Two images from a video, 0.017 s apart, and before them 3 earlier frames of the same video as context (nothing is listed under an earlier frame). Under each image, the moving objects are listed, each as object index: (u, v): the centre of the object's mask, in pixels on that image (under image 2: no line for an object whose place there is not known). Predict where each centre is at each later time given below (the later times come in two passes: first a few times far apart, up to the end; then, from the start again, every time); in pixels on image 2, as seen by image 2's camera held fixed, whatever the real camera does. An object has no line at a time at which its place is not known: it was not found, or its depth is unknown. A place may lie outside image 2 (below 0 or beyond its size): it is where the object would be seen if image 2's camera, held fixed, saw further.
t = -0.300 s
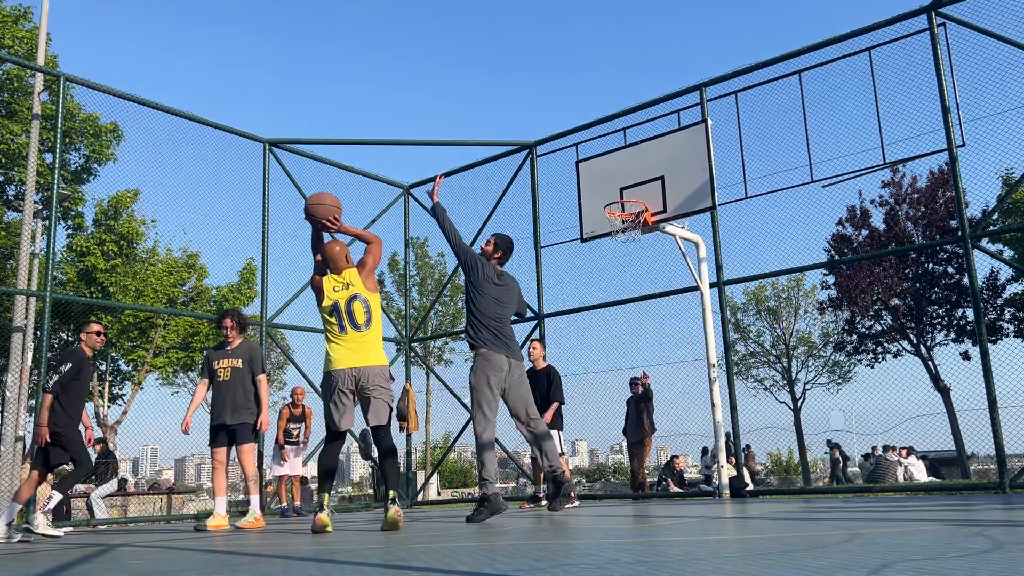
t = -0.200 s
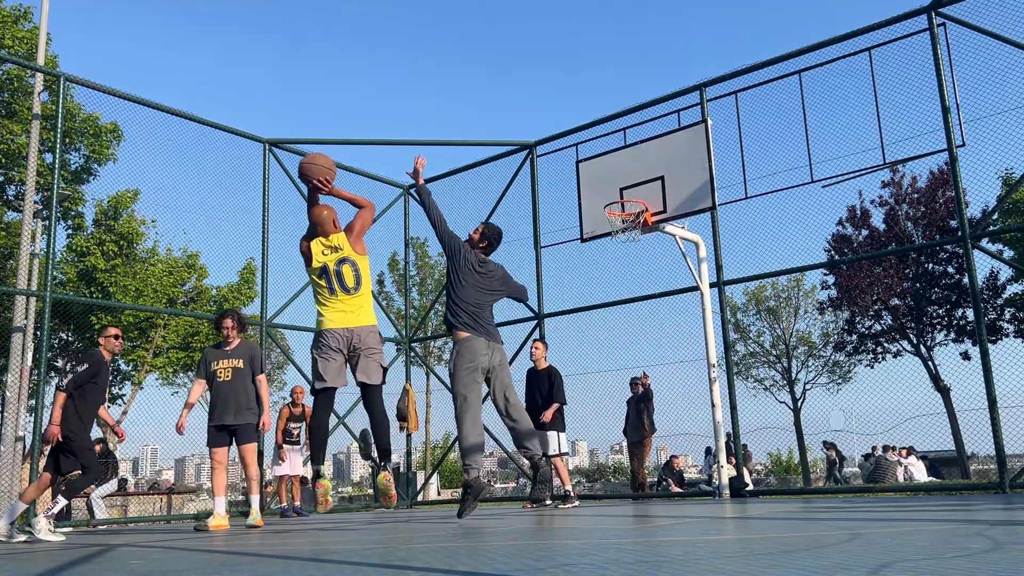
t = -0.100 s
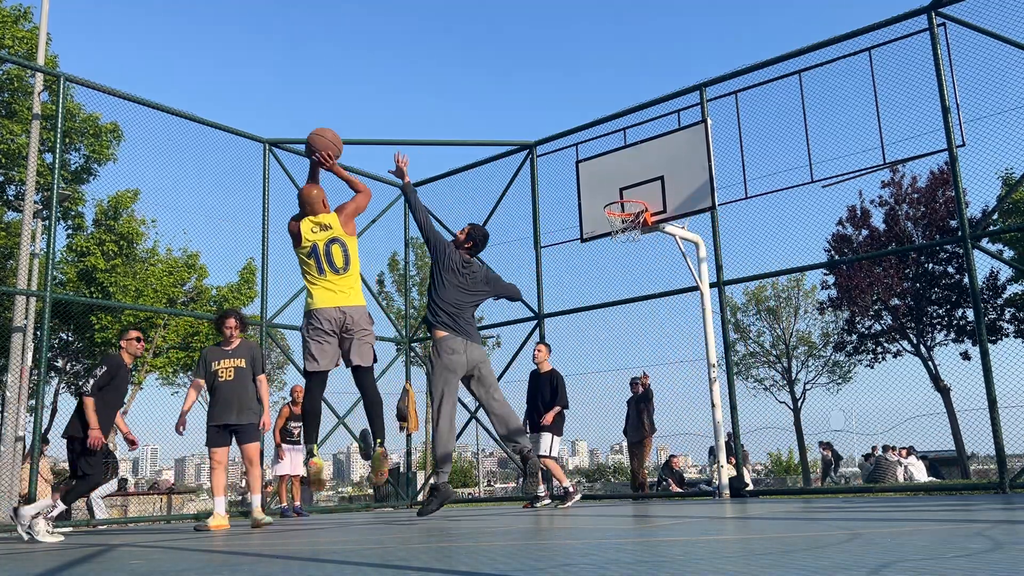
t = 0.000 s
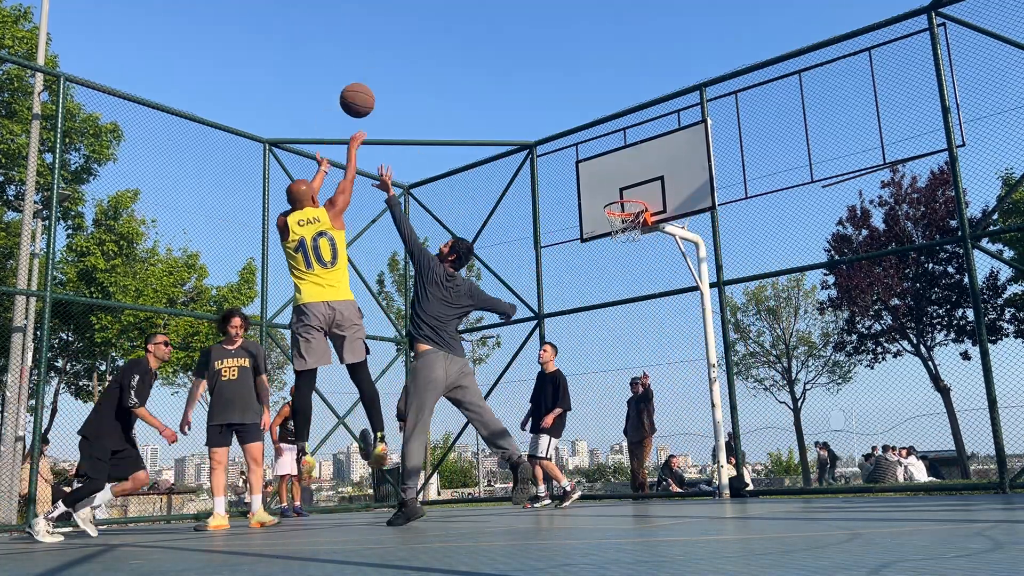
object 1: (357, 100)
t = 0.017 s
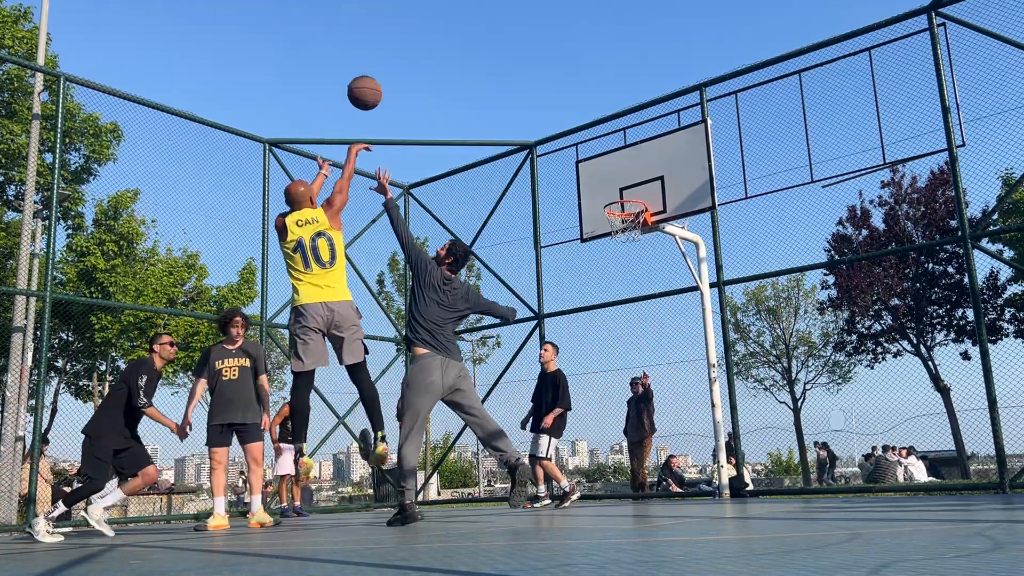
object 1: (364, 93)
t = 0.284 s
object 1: (463, 35)
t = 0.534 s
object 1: (534, 53)
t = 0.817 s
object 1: (600, 132)
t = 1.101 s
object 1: (646, 172)
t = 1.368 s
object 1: (664, 169)
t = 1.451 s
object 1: (665, 176)
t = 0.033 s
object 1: (372, 86)
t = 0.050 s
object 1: (379, 80)
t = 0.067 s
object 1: (386, 74)
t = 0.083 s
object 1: (392, 68)
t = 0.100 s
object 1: (399, 63)
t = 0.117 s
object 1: (405, 59)
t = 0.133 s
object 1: (412, 55)
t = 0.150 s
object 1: (418, 51)
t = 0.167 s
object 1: (424, 48)
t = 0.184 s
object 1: (430, 45)
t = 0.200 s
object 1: (436, 43)
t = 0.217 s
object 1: (442, 40)
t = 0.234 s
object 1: (447, 39)
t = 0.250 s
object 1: (453, 37)
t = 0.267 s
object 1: (458, 36)
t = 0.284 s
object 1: (463, 35)
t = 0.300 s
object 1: (469, 34)
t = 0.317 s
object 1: (474, 34)
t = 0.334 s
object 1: (479, 34)
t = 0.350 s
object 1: (484, 34)
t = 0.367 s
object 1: (489, 35)
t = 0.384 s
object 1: (493, 35)
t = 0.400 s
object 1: (498, 36)
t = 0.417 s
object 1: (503, 38)
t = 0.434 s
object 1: (507, 39)
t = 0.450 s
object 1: (512, 41)
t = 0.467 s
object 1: (516, 43)
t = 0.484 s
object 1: (521, 45)
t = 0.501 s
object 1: (525, 47)
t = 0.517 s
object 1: (530, 50)
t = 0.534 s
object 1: (534, 53)
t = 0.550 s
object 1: (538, 56)
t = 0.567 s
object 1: (542, 60)
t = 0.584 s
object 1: (546, 63)
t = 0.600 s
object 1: (550, 67)
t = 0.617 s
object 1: (554, 71)
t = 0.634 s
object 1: (558, 75)
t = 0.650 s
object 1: (562, 80)
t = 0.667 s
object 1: (566, 84)
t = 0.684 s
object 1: (570, 89)
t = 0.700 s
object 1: (574, 94)
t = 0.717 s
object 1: (578, 99)
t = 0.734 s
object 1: (582, 104)
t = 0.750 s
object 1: (585, 109)
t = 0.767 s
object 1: (589, 115)
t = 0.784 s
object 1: (593, 121)
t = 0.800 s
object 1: (597, 126)
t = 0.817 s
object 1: (600, 132)
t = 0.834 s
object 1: (604, 139)
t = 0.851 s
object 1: (607, 145)
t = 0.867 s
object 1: (611, 152)
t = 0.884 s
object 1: (614, 159)
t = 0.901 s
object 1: (618, 166)
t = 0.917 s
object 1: (621, 173)
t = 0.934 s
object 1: (625, 180)
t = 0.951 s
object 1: (628, 188)
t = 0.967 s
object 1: (631, 191)
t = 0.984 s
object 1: (633, 188)
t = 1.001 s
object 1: (635, 185)
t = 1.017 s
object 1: (636, 182)
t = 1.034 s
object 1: (638, 180)
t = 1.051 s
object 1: (640, 178)
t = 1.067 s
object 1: (642, 176)
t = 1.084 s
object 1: (644, 174)
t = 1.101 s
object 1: (646, 172)
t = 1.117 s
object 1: (648, 171)
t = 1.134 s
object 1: (650, 171)
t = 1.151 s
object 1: (652, 170)
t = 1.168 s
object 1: (653, 170)
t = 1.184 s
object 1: (656, 169)
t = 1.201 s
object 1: (657, 169)
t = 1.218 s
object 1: (660, 169)
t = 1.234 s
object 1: (662, 170)
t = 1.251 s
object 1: (664, 171)
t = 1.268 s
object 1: (664, 170)
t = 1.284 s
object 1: (664, 169)
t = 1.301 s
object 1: (664, 169)
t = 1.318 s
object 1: (664, 169)
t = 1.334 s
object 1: (664, 168)
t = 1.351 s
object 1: (664, 169)
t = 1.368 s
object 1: (664, 169)
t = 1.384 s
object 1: (665, 170)
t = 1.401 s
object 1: (665, 171)
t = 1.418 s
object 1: (665, 172)
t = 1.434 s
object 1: (665, 174)
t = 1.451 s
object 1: (665, 176)
